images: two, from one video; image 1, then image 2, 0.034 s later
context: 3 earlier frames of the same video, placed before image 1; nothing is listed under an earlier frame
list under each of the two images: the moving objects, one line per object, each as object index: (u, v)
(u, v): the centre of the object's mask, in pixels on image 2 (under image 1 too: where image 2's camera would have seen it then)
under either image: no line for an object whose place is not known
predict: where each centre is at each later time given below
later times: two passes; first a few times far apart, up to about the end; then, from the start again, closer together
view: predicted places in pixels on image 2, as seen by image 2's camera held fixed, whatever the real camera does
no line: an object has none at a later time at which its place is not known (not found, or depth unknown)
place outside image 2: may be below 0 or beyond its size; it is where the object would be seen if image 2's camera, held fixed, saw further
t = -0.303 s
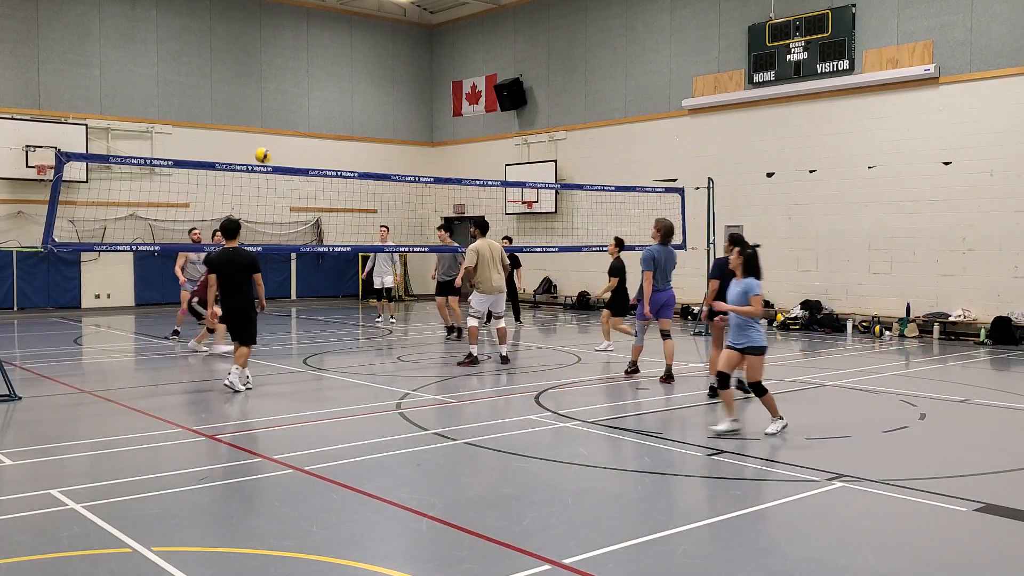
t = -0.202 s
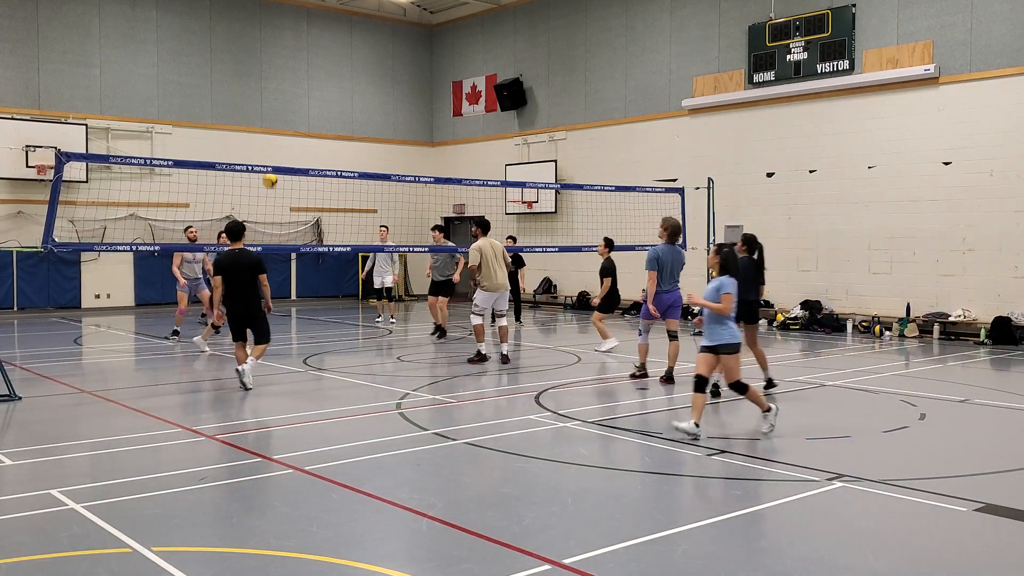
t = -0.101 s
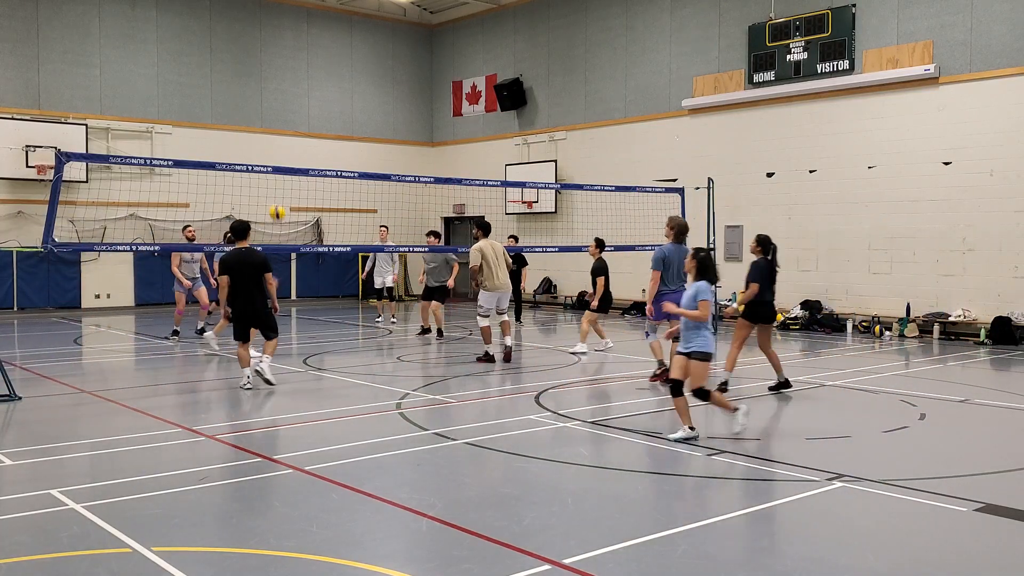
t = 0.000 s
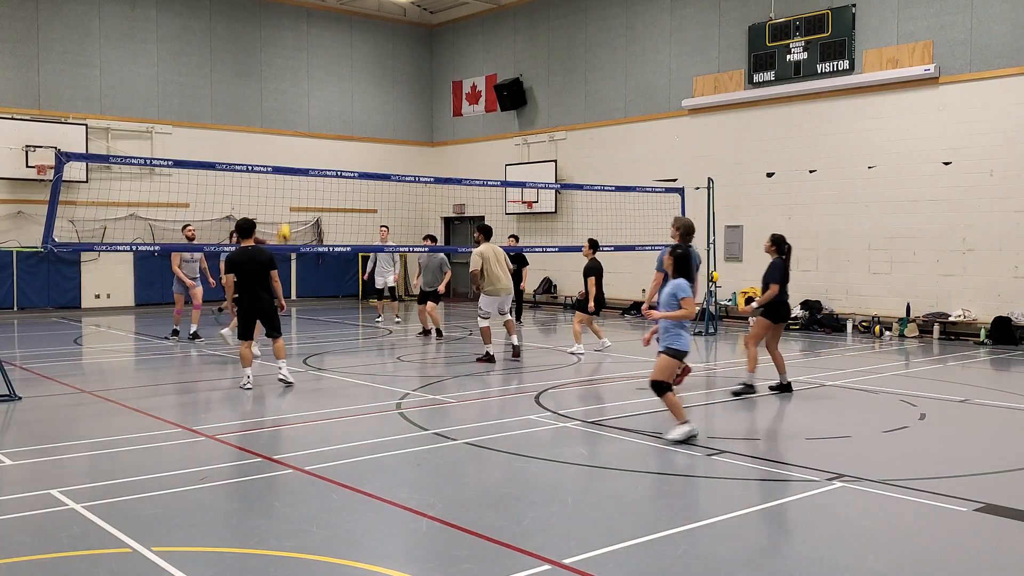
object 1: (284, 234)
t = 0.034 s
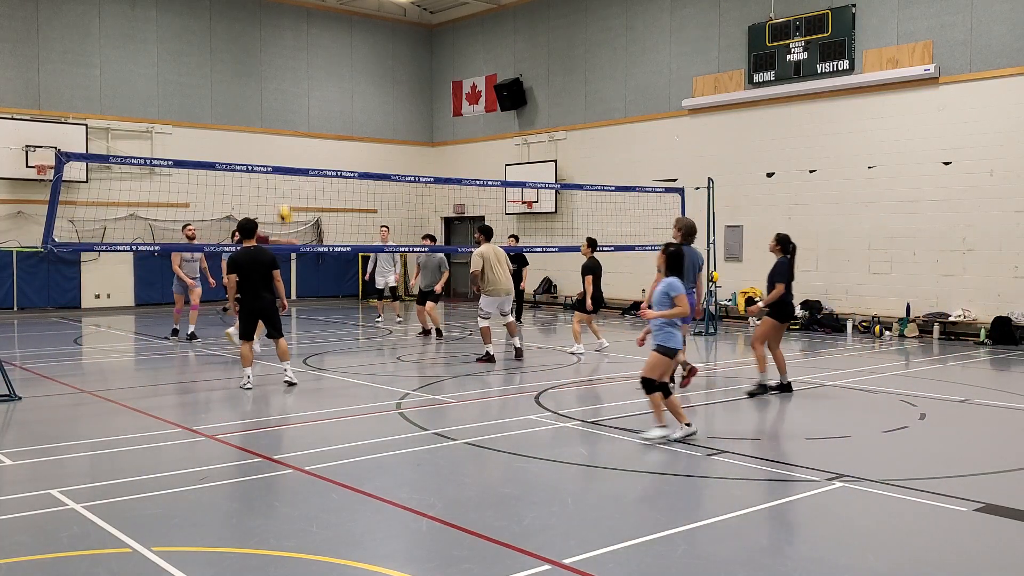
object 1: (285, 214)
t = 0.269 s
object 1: (288, 106)
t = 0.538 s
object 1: (292, 35)
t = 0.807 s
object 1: (297, 21)
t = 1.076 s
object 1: (301, 56)
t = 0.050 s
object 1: (285, 206)
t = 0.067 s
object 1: (286, 197)
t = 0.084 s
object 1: (286, 189)
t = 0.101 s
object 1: (286, 182)
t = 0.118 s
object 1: (286, 178)
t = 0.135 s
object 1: (287, 161)
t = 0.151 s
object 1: (287, 154)
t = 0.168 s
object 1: (287, 147)
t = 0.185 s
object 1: (288, 139)
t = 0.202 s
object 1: (288, 132)
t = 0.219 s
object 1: (287, 125)
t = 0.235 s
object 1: (288, 119)
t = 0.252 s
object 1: (288, 112)
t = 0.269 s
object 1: (288, 106)
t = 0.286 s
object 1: (289, 100)
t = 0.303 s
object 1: (289, 94)
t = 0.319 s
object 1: (289, 88)
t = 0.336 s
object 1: (289, 83)
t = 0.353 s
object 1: (289, 78)
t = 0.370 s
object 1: (289, 73)
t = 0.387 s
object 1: (290, 69)
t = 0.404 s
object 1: (290, 64)
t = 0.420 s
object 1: (290, 60)
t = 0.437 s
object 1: (290, 56)
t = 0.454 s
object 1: (291, 52)
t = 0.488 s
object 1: (291, 45)
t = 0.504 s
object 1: (291, 42)
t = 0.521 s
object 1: (292, 38)
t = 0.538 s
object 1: (292, 35)
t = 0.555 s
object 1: (292, 34)
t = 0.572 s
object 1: (293, 31)
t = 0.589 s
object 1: (293, 29)
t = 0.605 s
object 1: (293, 28)
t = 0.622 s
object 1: (293, 26)
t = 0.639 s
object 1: (294, 24)
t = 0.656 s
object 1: (294, 23)
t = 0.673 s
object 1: (294, 22)
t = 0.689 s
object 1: (294, 21)
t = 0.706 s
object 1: (295, 21)
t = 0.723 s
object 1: (295, 20)
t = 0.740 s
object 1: (295, 20)
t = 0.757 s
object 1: (295, 20)
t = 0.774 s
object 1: (296, 20)
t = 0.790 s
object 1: (296, 20)
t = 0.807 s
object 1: (297, 21)
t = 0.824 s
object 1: (297, 22)
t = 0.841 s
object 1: (297, 23)
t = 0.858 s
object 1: (297, 23)
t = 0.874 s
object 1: (297, 25)
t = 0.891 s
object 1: (298, 26)
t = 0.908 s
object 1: (298, 28)
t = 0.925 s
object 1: (298, 30)
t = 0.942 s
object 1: (299, 32)
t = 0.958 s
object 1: (299, 34)
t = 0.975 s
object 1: (299, 37)
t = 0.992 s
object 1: (299, 40)
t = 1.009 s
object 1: (300, 43)
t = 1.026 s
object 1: (300, 46)
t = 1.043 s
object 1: (300, 49)
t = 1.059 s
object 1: (300, 52)
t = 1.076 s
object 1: (301, 56)
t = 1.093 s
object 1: (301, 60)
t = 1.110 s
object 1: (302, 64)
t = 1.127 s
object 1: (302, 68)
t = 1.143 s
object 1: (302, 72)
